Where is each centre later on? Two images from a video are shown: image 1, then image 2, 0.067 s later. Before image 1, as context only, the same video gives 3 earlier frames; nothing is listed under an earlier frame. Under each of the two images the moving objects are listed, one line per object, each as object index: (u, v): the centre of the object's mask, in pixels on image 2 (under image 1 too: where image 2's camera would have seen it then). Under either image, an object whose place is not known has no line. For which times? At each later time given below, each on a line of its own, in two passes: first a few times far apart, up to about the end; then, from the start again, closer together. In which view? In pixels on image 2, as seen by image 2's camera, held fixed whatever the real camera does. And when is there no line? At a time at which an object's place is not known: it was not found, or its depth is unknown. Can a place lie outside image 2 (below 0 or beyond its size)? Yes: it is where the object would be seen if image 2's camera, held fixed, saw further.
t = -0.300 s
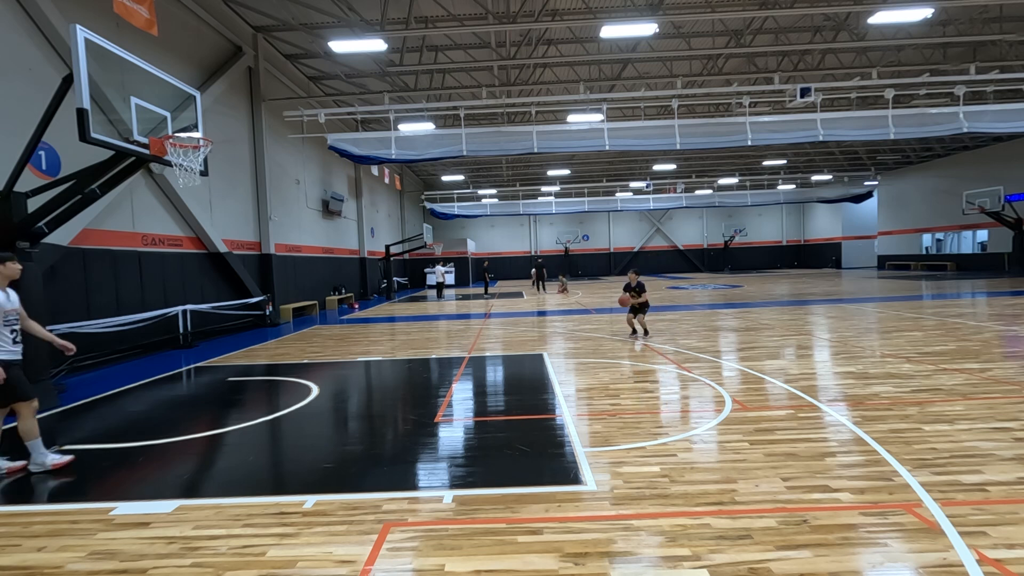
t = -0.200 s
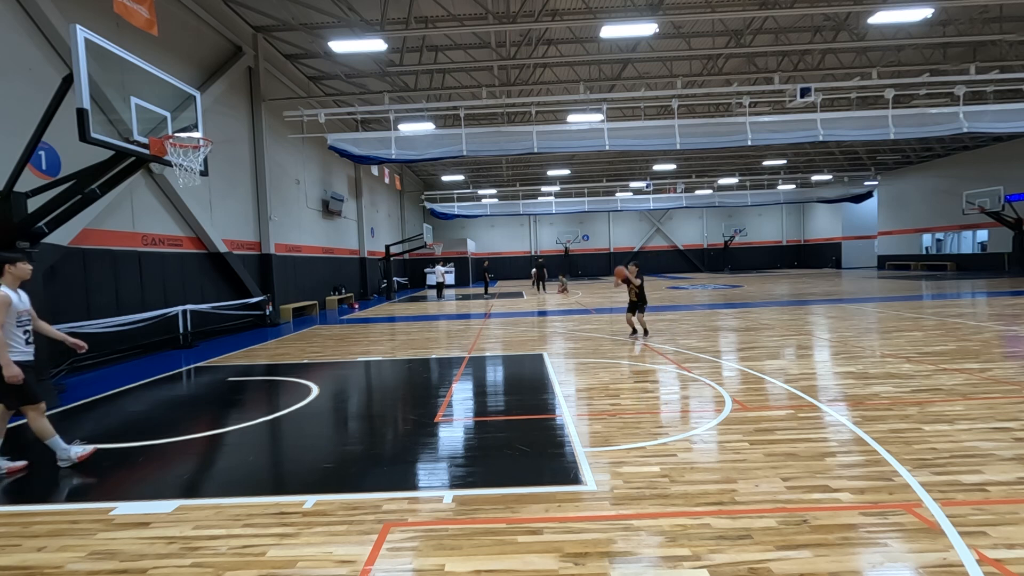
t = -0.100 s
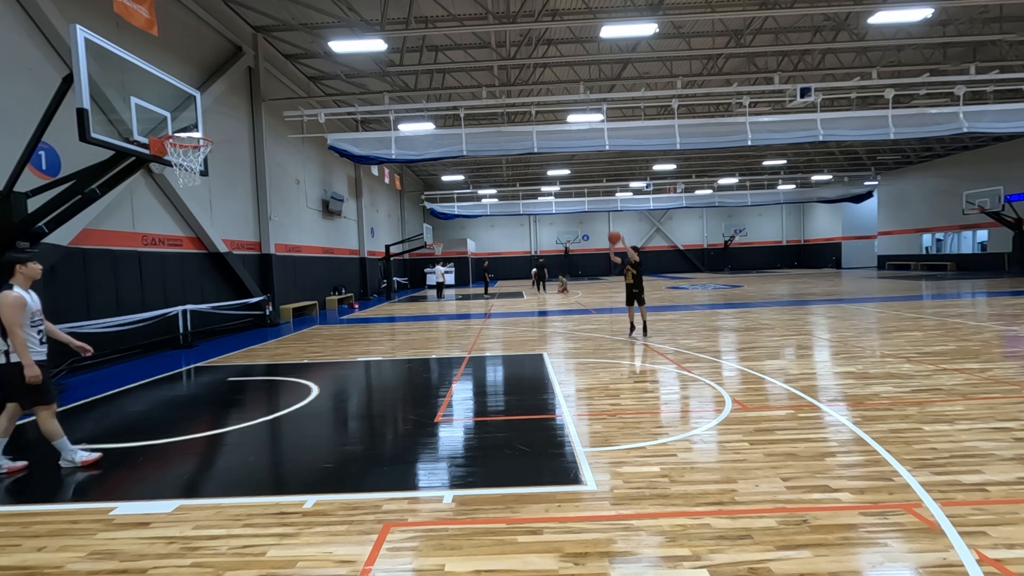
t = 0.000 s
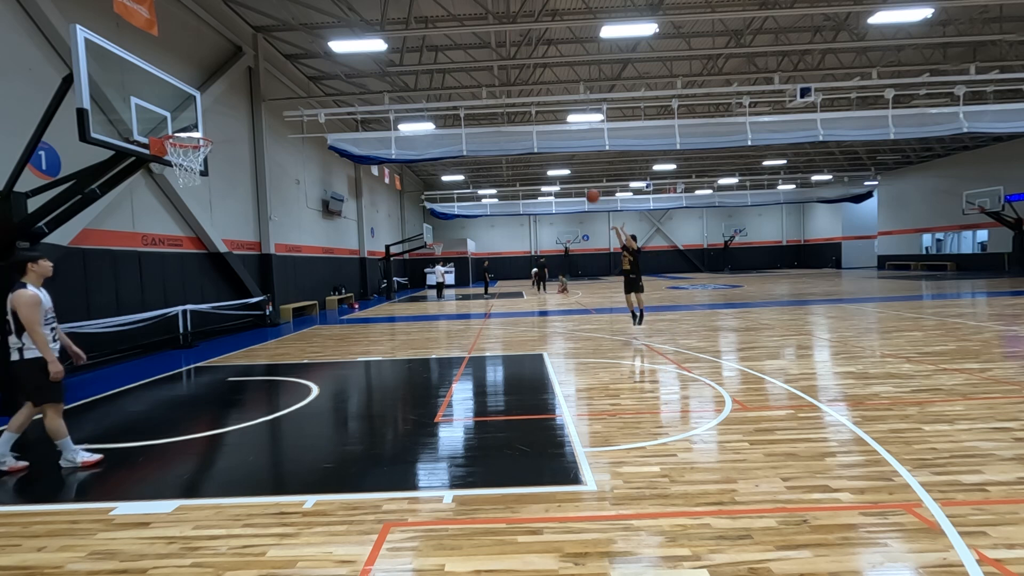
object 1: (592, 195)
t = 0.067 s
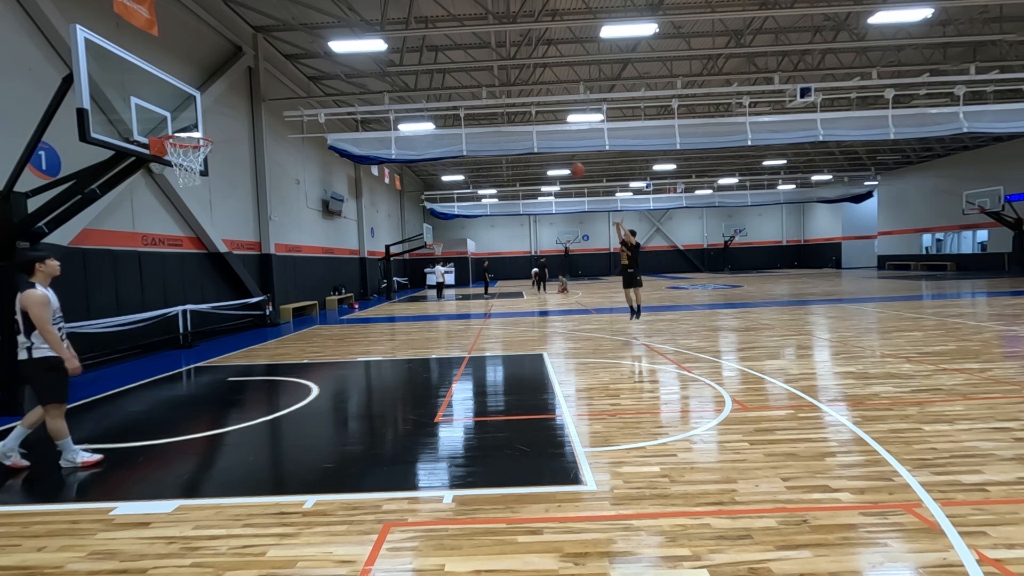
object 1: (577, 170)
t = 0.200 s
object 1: (545, 124)
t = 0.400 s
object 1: (492, 67)
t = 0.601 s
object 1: (433, 30)
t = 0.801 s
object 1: (367, 17)
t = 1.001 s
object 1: (294, 34)
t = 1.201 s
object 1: (214, 87)
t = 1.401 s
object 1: (192, 95)
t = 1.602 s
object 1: (245, 41)
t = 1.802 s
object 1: (297, 22)
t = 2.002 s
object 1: (346, 35)
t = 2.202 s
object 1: (394, 79)
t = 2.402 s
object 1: (438, 147)
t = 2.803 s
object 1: (519, 339)
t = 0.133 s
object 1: (561, 146)
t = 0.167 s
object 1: (553, 135)
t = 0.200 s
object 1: (545, 124)
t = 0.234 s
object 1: (537, 113)
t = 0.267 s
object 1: (528, 102)
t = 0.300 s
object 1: (519, 93)
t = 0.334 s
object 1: (511, 84)
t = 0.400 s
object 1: (492, 67)
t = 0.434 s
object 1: (482, 60)
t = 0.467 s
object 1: (473, 52)
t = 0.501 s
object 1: (463, 46)
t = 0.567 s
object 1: (443, 35)
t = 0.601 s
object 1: (433, 30)
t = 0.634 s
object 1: (422, 26)
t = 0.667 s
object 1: (411, 22)
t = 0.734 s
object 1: (390, 19)
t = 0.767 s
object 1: (378, 18)
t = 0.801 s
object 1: (367, 17)
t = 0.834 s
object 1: (355, 17)
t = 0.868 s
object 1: (344, 19)
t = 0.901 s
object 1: (331, 21)
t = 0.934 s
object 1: (319, 25)
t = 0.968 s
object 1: (307, 29)
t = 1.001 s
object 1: (294, 34)
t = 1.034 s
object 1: (282, 40)
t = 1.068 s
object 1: (268, 48)
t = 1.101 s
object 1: (255, 56)
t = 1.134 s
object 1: (242, 65)
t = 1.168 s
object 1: (228, 75)
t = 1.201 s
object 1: (214, 87)
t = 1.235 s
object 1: (200, 99)
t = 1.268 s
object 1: (185, 113)
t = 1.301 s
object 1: (169, 127)
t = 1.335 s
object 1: (173, 122)
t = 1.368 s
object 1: (183, 108)
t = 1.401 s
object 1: (192, 95)
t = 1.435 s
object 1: (201, 83)
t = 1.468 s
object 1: (209, 73)
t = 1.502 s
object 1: (218, 63)
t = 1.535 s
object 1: (227, 55)
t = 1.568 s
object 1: (236, 47)
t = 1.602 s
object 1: (245, 41)
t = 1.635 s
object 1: (254, 35)
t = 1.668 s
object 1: (263, 31)
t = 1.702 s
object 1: (271, 27)
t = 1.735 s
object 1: (280, 24)
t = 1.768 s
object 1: (288, 23)
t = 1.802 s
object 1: (297, 22)
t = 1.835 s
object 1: (305, 22)
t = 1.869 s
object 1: (314, 23)
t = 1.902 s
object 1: (322, 25)
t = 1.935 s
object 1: (330, 28)
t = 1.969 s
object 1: (338, 30)
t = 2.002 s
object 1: (346, 35)
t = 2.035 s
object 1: (355, 42)
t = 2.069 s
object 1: (363, 48)
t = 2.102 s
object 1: (371, 57)
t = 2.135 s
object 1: (378, 63)
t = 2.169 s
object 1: (386, 71)
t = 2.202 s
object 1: (394, 79)
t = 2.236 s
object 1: (401, 89)
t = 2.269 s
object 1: (408, 99)
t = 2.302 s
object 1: (417, 110)
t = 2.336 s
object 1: (423, 122)
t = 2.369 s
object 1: (431, 136)
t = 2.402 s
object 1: (438, 147)
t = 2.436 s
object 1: (445, 161)
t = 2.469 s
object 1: (452, 174)
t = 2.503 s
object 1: (459, 189)
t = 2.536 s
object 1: (466, 204)
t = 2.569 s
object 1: (473, 219)
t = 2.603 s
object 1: (480, 235)
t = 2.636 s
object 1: (486, 252)
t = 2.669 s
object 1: (493, 268)
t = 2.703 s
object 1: (499, 285)
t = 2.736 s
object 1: (506, 303)
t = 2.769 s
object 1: (512, 321)
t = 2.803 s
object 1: (519, 339)
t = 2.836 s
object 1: (525, 357)
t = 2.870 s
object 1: (527, 344)
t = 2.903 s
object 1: (529, 330)
